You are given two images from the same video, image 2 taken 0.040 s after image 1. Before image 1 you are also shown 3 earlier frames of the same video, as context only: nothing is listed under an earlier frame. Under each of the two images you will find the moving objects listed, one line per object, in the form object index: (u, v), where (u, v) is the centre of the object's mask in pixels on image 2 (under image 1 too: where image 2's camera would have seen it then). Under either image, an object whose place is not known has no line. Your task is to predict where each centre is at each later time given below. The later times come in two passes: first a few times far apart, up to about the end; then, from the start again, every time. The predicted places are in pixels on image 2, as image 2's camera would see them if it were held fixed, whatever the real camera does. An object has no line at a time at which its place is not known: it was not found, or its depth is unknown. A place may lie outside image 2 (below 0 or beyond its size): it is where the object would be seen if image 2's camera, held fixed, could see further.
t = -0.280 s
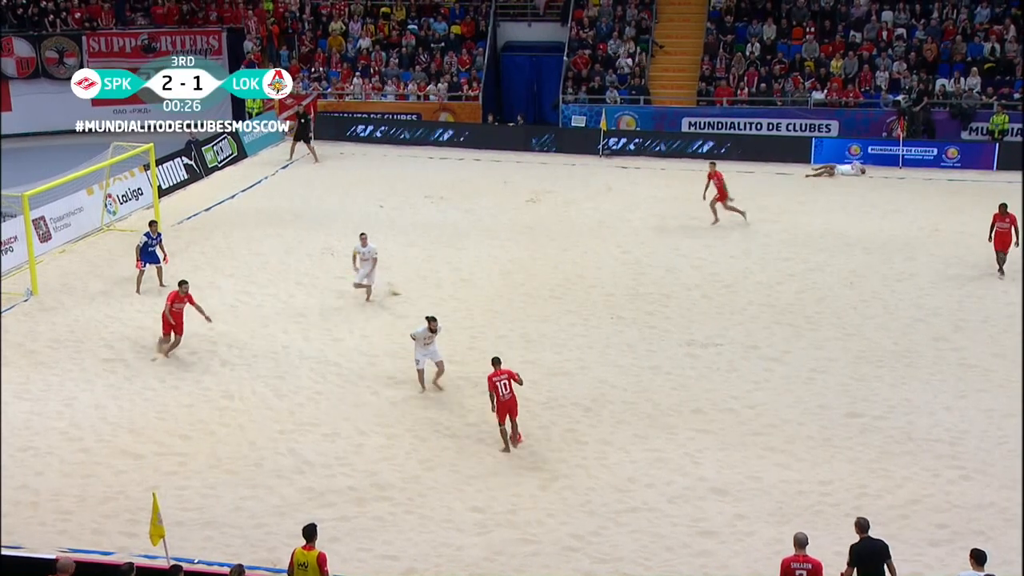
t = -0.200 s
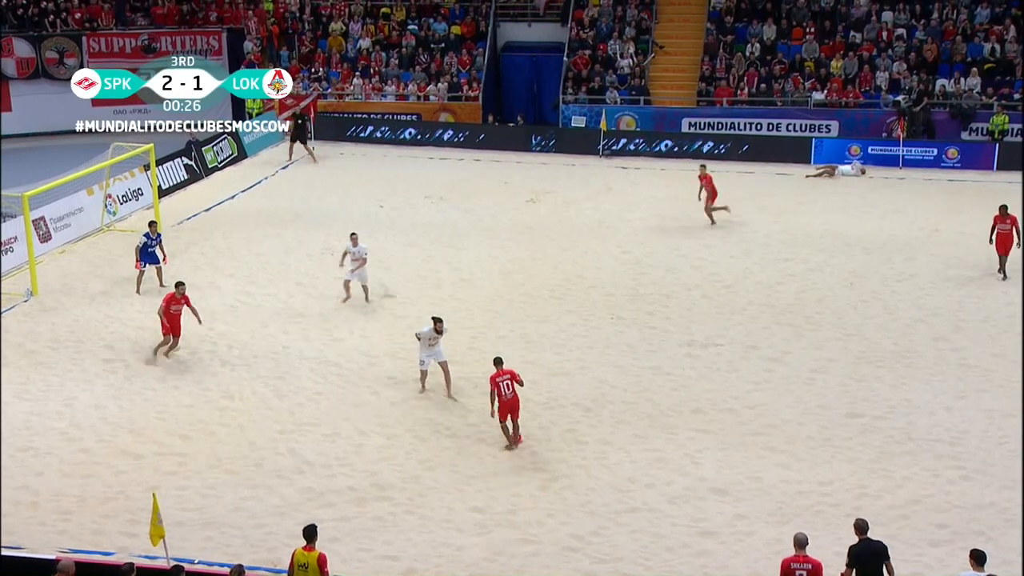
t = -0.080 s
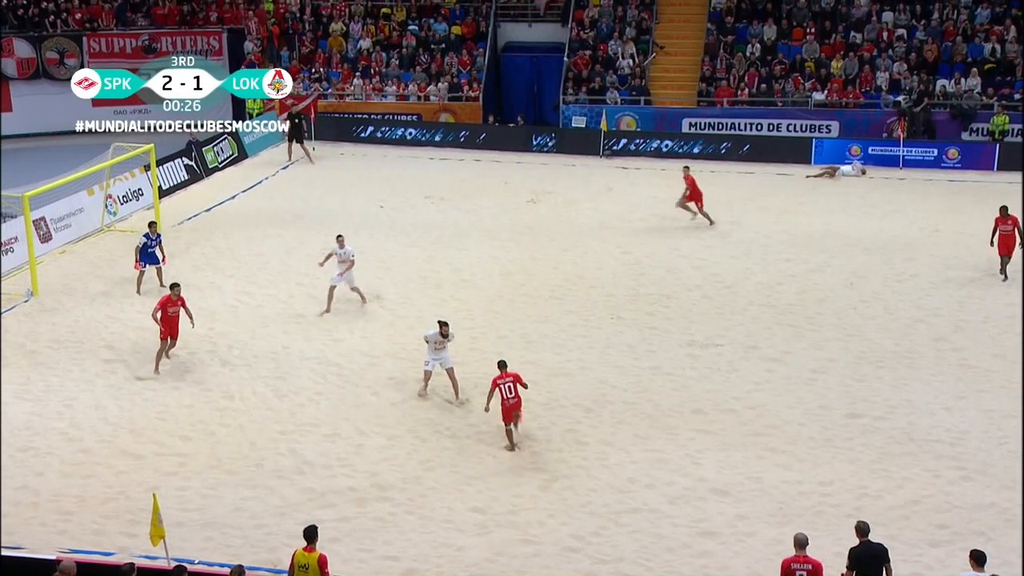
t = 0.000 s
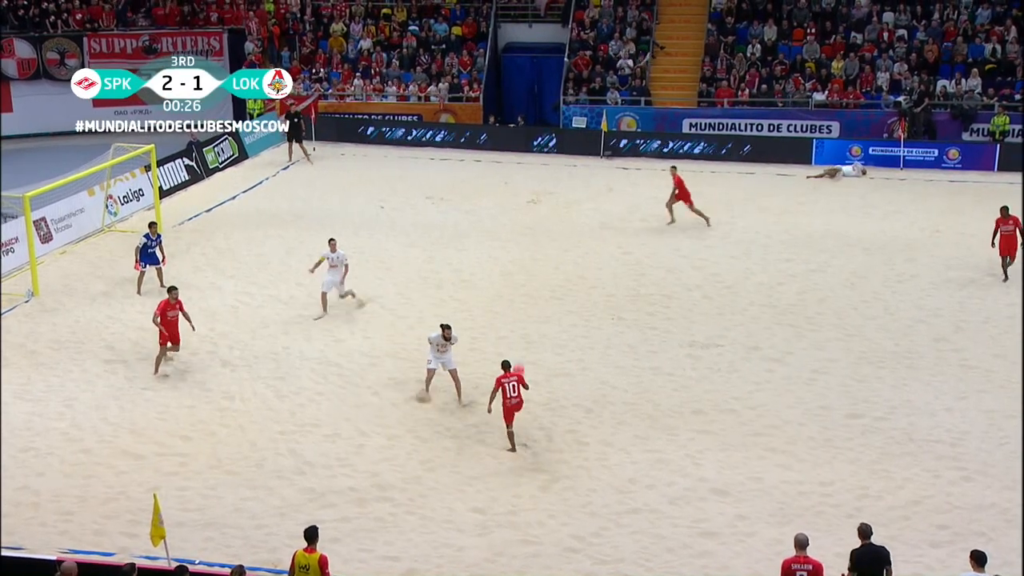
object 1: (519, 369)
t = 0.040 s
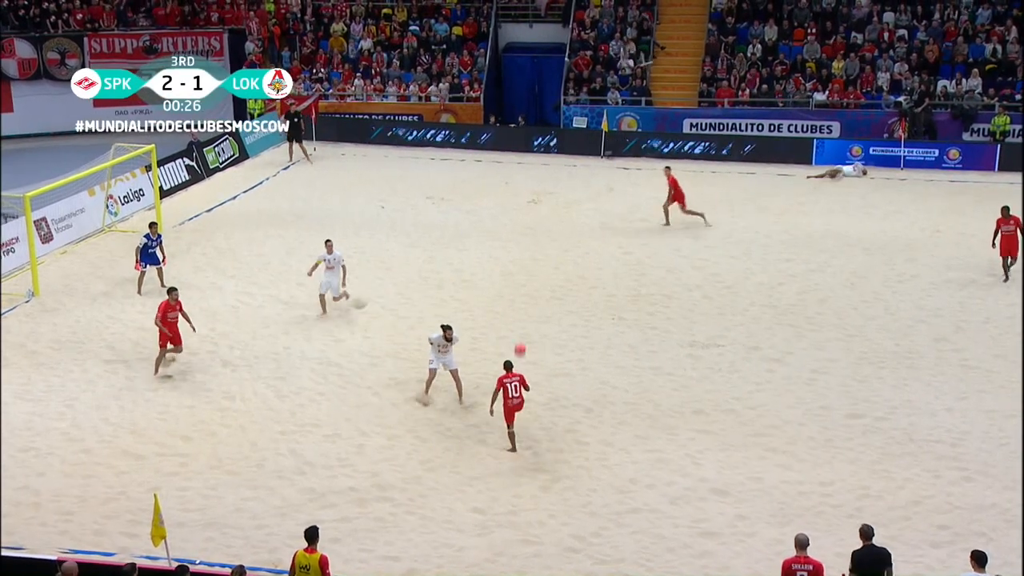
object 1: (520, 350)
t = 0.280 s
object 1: (525, 252)
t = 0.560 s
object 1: (527, 188)
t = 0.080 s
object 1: (521, 330)
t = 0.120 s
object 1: (522, 313)
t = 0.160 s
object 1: (523, 295)
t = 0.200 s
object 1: (524, 280)
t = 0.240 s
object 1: (524, 265)
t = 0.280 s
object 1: (525, 252)
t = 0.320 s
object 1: (525, 239)
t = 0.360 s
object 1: (526, 229)
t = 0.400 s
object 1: (526, 218)
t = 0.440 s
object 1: (527, 209)
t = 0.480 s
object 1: (527, 201)
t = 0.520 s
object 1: (527, 194)
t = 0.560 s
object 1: (527, 188)
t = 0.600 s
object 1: (528, 183)
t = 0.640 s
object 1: (528, 178)
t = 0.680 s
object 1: (528, 175)
